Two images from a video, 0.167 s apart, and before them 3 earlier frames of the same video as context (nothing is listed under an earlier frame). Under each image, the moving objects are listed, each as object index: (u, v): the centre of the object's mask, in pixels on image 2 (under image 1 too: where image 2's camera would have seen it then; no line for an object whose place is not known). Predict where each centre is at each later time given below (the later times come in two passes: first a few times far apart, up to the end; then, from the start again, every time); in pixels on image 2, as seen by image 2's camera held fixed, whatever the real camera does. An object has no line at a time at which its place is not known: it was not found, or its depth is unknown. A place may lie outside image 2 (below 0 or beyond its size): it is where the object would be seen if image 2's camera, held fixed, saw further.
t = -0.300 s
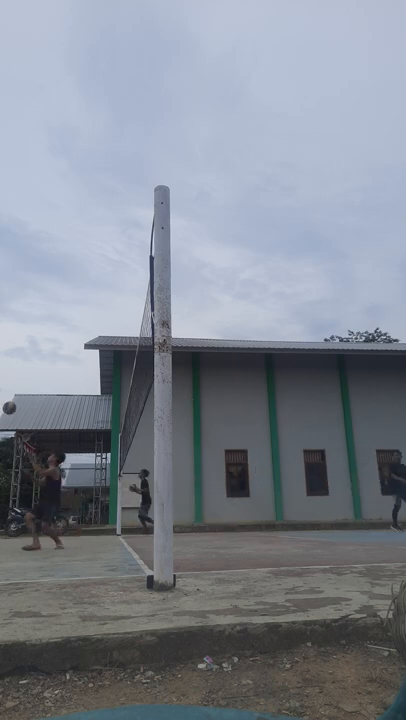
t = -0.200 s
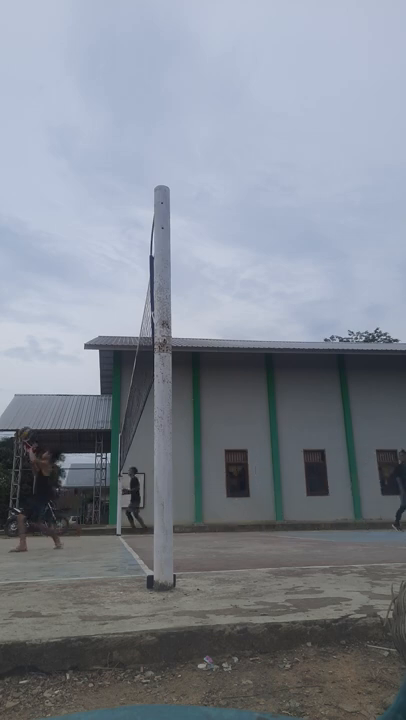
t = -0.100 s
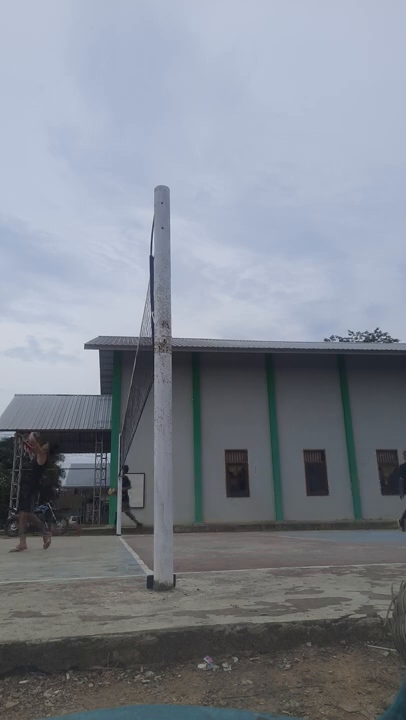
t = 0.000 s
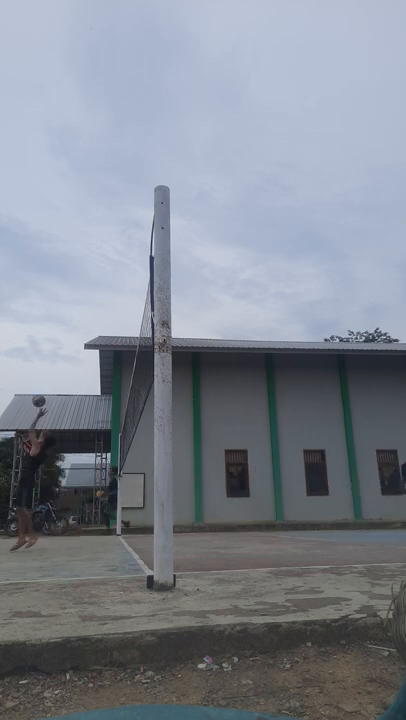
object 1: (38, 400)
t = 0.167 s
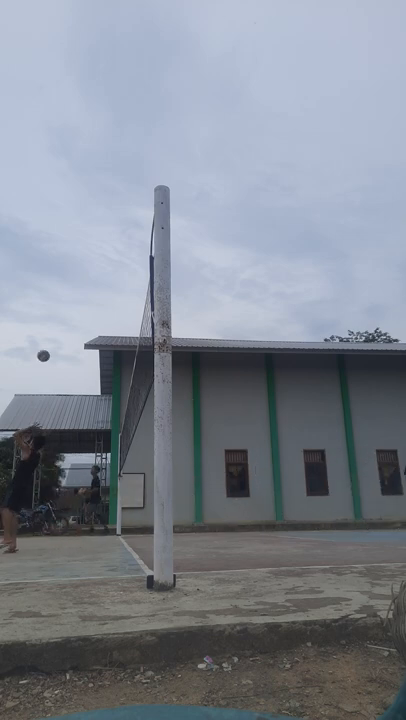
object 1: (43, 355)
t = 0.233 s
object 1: (44, 343)
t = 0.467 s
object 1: (47, 321)
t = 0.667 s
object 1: (49, 324)
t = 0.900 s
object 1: (49, 349)
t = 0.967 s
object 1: (49, 360)
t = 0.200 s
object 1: (44, 349)
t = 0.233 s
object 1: (44, 343)
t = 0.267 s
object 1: (45, 338)
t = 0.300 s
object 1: (46, 334)
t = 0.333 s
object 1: (46, 330)
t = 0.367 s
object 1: (47, 327)
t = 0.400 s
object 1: (47, 324)
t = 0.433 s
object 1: (47, 322)
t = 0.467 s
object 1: (47, 321)
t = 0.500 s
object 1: (48, 320)
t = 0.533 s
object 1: (48, 319)
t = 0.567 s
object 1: (48, 320)
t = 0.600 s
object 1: (48, 321)
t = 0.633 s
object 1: (49, 322)
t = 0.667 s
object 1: (49, 324)
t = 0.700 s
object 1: (49, 326)
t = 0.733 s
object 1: (49, 329)
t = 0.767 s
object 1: (49, 332)
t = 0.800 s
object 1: (49, 335)
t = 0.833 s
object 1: (49, 339)
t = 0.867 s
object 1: (49, 344)
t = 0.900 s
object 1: (49, 349)
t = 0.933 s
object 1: (49, 354)
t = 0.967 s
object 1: (49, 360)
